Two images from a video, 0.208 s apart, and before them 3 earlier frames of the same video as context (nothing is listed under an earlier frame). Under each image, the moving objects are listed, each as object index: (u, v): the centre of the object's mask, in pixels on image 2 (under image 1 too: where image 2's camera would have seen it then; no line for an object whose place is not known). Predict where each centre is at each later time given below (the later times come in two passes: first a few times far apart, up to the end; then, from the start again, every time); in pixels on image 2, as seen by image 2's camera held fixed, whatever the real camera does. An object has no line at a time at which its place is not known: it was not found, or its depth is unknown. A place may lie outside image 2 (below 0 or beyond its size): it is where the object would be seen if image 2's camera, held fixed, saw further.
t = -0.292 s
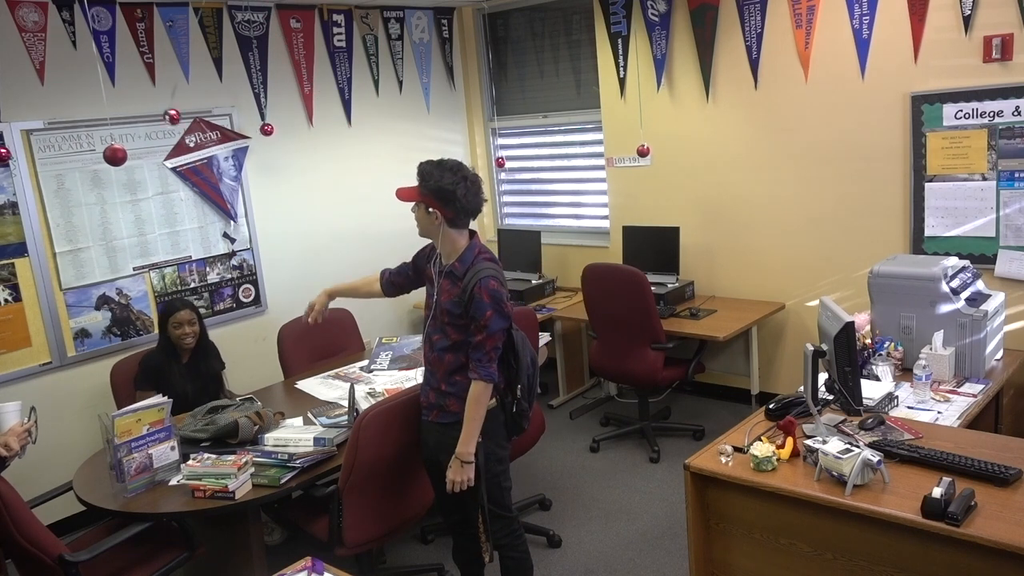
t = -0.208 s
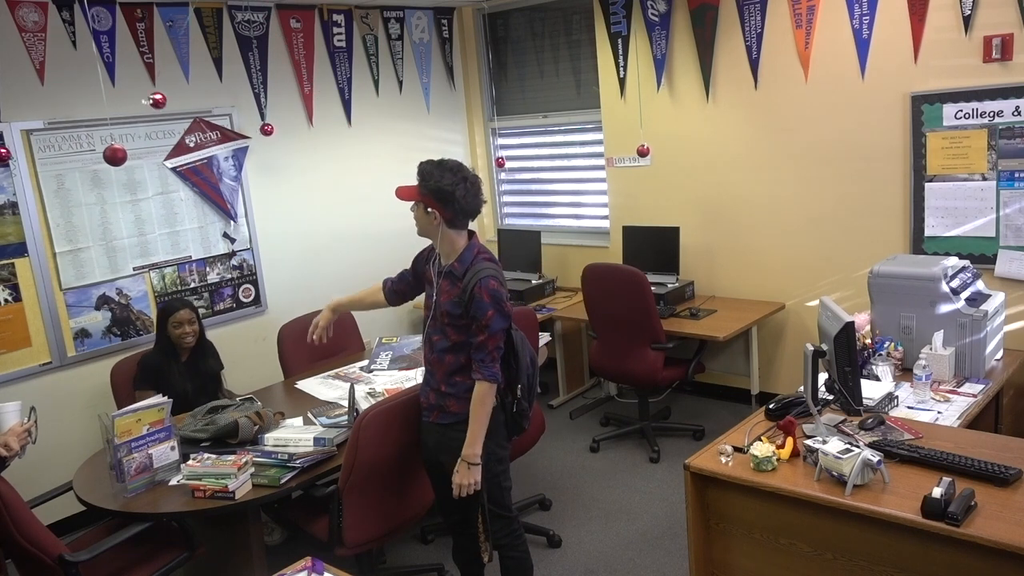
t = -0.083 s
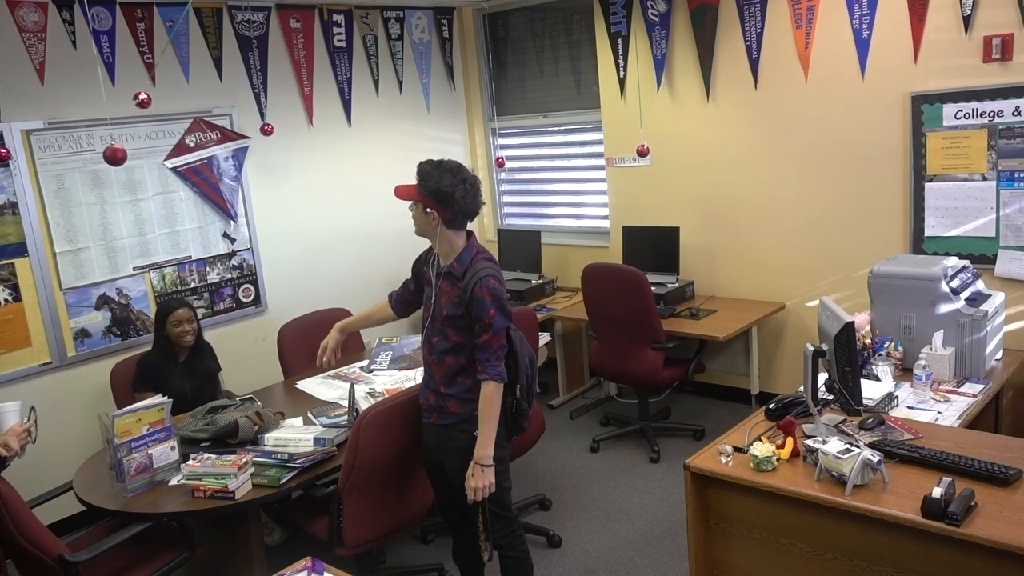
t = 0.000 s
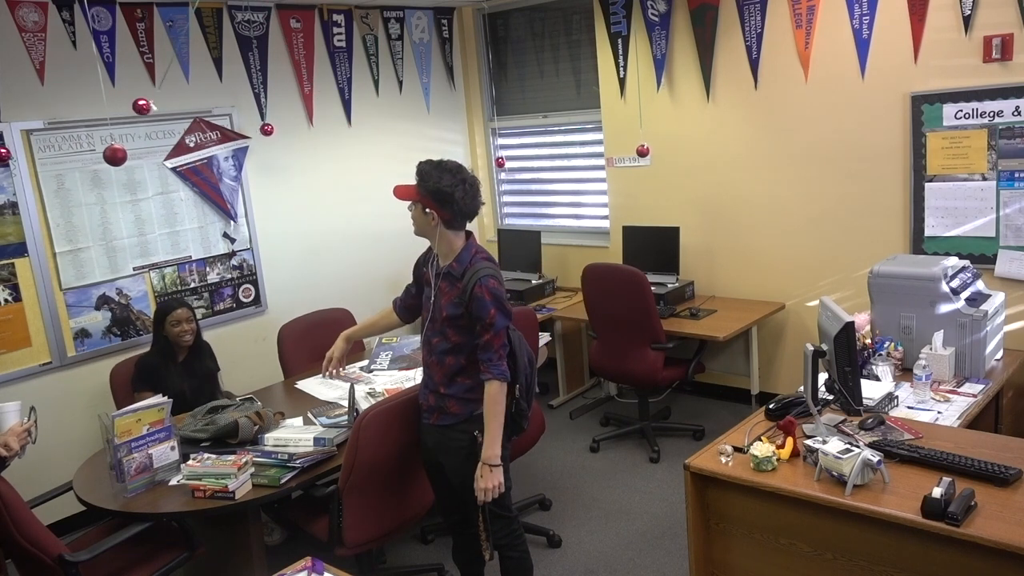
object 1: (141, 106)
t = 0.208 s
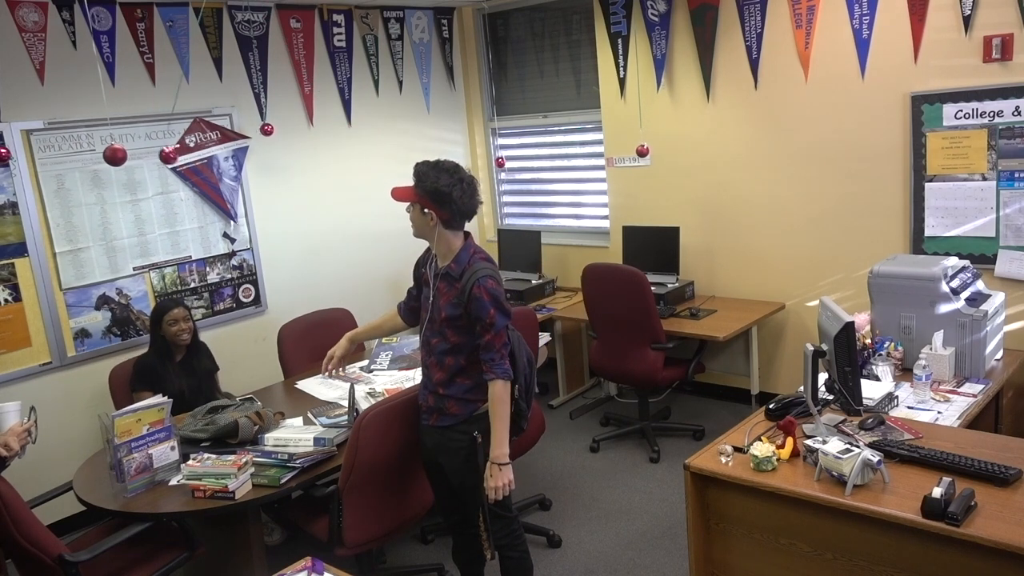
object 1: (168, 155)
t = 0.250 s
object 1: (179, 164)
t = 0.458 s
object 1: (260, 185)
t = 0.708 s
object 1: (349, 127)
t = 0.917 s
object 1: (380, 99)
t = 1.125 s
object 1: (369, 129)
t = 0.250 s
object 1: (179, 164)
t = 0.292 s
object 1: (193, 174)
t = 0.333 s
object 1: (208, 180)
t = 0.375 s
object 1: (225, 183)
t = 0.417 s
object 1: (242, 185)
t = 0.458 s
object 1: (260, 185)
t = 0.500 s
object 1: (277, 177)
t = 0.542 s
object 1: (294, 169)
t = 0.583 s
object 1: (311, 162)
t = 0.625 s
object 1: (325, 150)
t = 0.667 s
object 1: (338, 138)
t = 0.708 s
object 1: (349, 127)
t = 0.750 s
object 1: (360, 119)
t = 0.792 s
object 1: (367, 110)
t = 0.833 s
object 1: (372, 103)
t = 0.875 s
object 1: (376, 99)
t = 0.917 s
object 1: (380, 99)
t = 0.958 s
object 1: (383, 101)
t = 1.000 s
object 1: (382, 105)
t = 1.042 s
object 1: (379, 110)
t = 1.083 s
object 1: (374, 118)
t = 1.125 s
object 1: (369, 129)
